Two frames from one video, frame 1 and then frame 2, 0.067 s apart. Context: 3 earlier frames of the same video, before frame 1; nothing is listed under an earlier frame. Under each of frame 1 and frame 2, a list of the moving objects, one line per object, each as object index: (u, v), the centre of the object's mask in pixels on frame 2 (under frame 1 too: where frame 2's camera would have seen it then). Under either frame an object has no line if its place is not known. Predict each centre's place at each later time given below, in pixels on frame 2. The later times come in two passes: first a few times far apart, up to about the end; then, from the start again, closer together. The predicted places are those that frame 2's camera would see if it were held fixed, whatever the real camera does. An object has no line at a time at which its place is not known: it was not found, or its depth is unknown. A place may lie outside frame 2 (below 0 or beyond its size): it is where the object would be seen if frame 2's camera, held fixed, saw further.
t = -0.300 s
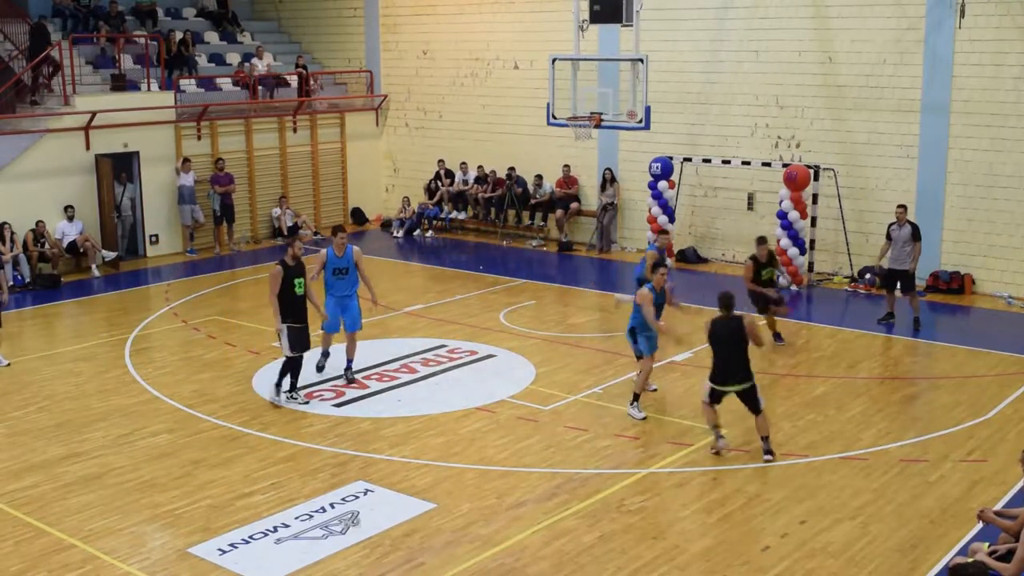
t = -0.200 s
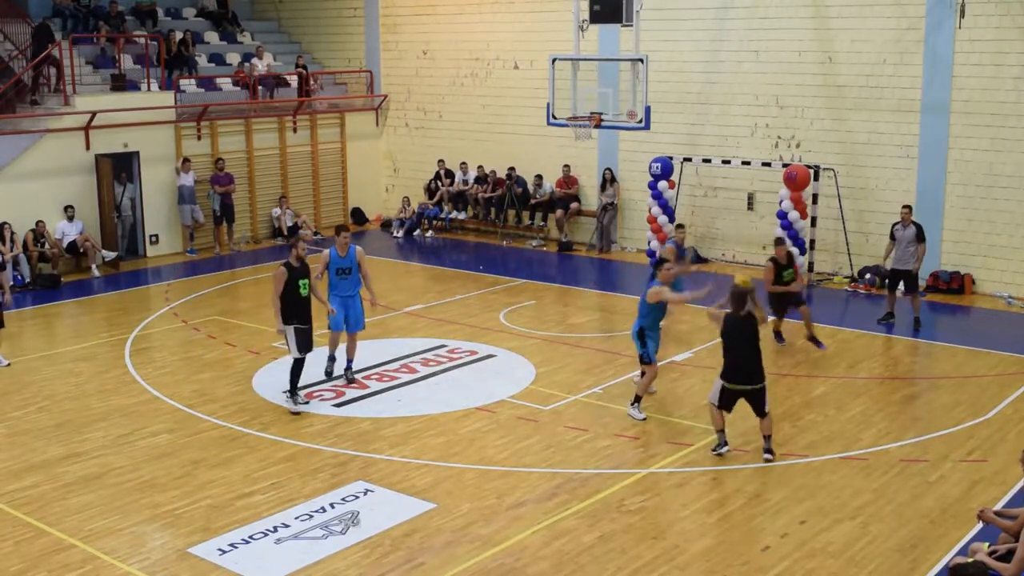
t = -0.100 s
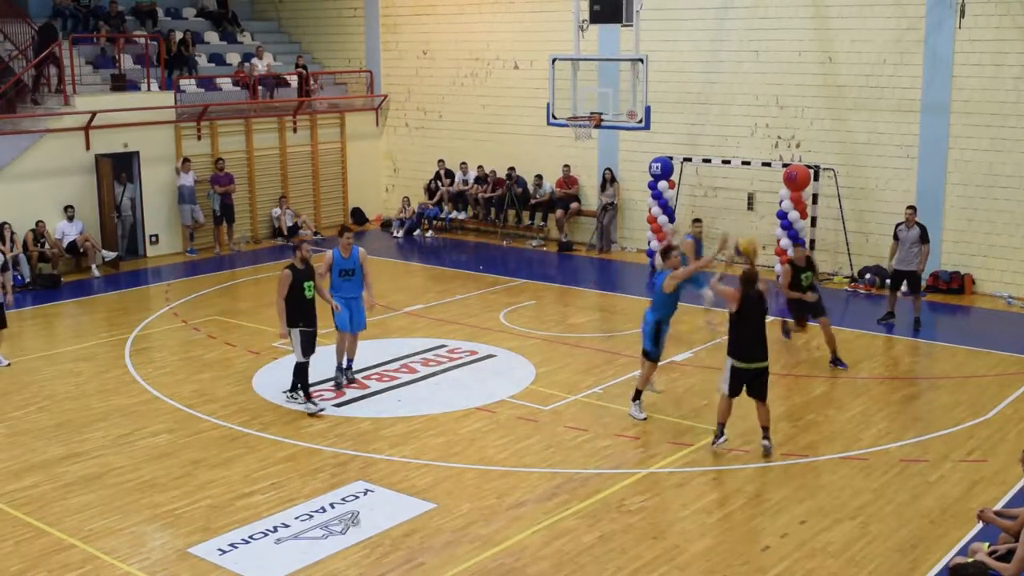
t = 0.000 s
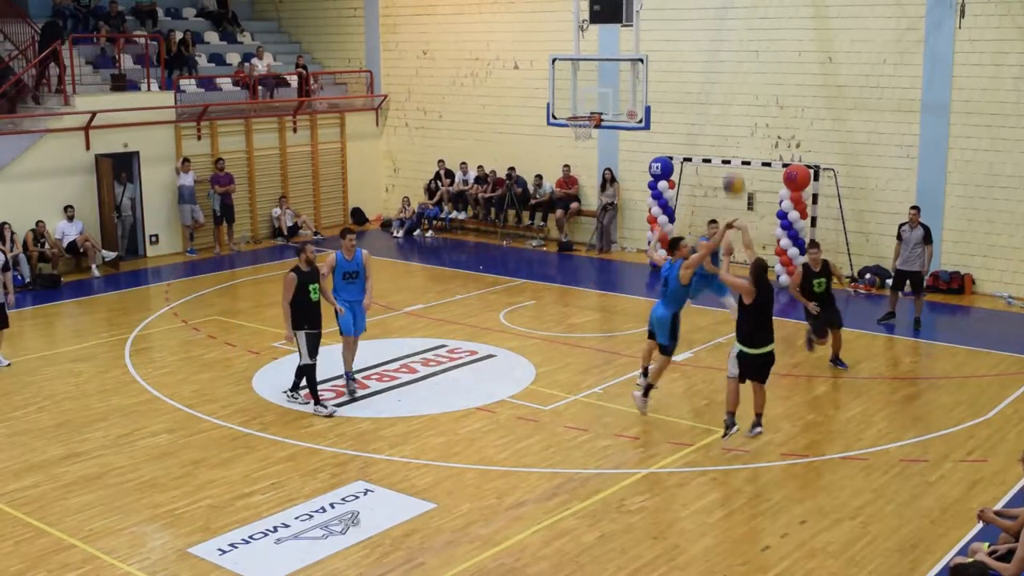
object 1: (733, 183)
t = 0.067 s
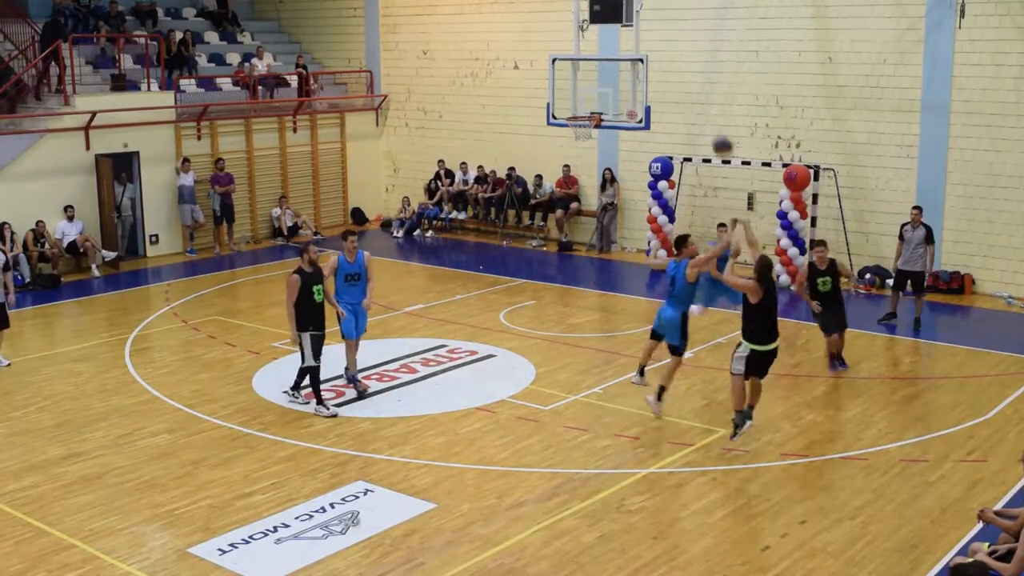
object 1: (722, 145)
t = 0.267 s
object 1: (692, 60)
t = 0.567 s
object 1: (652, 9)
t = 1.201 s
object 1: (583, 112)
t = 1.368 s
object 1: (578, 108)
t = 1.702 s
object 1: (591, 141)
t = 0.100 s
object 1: (716, 127)
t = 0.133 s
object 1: (711, 111)
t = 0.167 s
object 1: (706, 97)
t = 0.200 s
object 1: (701, 84)
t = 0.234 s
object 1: (696, 71)
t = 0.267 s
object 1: (692, 60)
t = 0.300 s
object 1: (687, 50)
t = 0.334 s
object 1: (682, 41)
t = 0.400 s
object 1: (673, 27)
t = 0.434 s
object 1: (669, 21)
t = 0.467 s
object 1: (664, 16)
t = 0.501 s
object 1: (660, 13)
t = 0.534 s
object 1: (656, 10)
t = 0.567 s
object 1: (652, 9)
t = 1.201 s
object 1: (583, 112)
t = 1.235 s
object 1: (573, 114)
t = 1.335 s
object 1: (577, 109)
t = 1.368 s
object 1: (578, 108)
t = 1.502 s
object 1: (584, 110)
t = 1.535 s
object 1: (584, 113)
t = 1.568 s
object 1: (585, 118)
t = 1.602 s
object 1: (586, 122)
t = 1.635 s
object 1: (591, 125)
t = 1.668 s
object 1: (589, 134)
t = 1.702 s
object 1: (591, 141)
